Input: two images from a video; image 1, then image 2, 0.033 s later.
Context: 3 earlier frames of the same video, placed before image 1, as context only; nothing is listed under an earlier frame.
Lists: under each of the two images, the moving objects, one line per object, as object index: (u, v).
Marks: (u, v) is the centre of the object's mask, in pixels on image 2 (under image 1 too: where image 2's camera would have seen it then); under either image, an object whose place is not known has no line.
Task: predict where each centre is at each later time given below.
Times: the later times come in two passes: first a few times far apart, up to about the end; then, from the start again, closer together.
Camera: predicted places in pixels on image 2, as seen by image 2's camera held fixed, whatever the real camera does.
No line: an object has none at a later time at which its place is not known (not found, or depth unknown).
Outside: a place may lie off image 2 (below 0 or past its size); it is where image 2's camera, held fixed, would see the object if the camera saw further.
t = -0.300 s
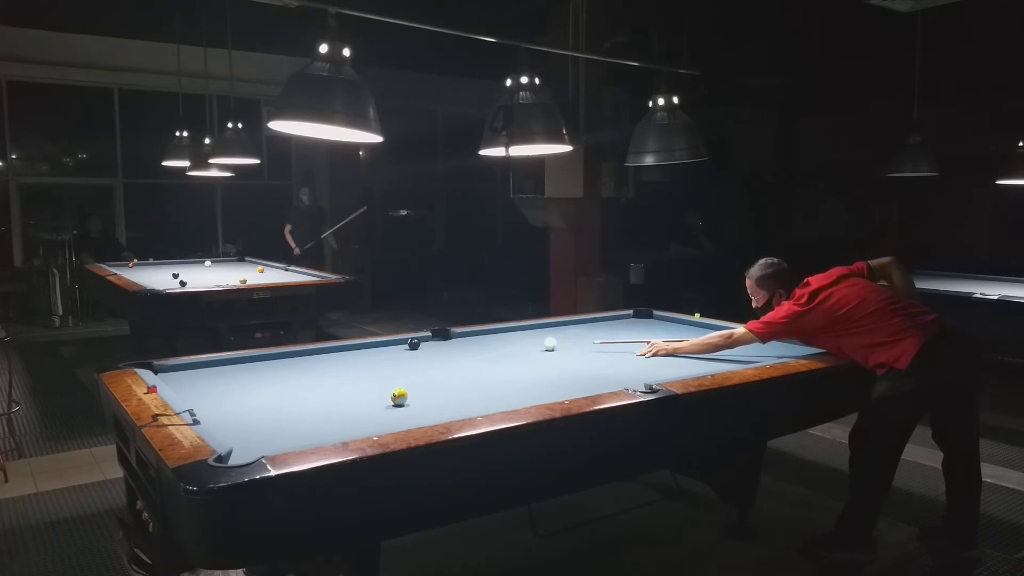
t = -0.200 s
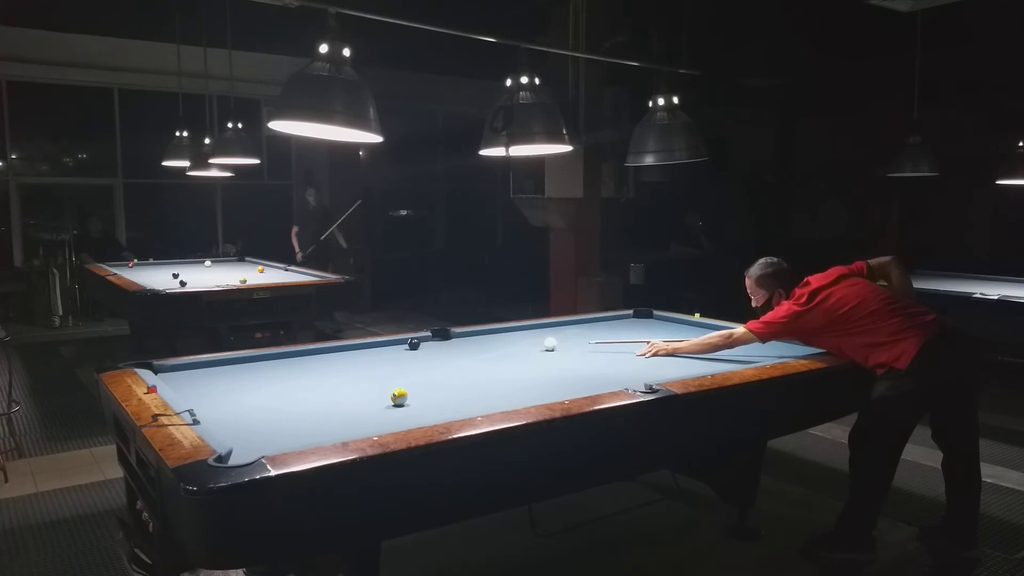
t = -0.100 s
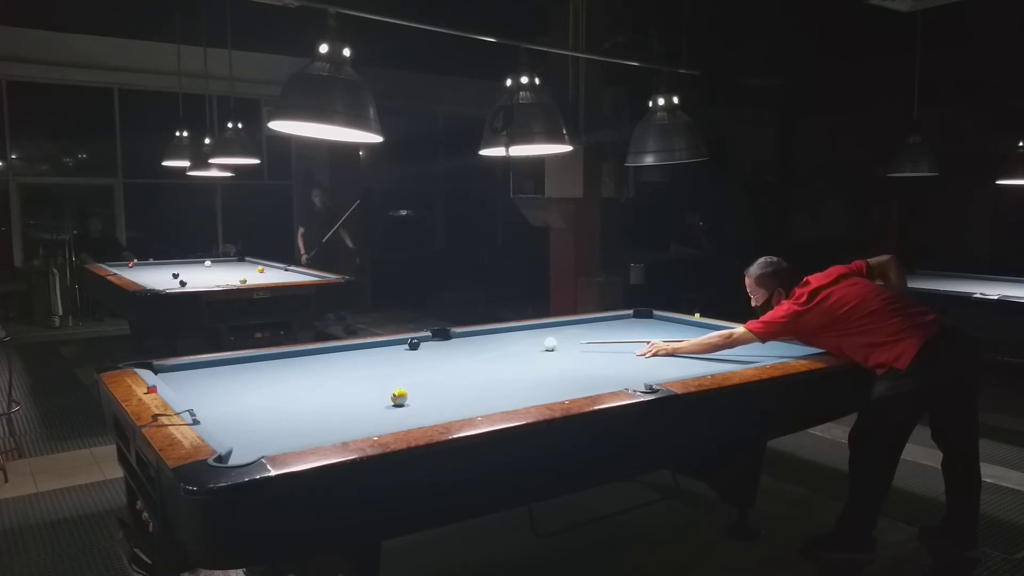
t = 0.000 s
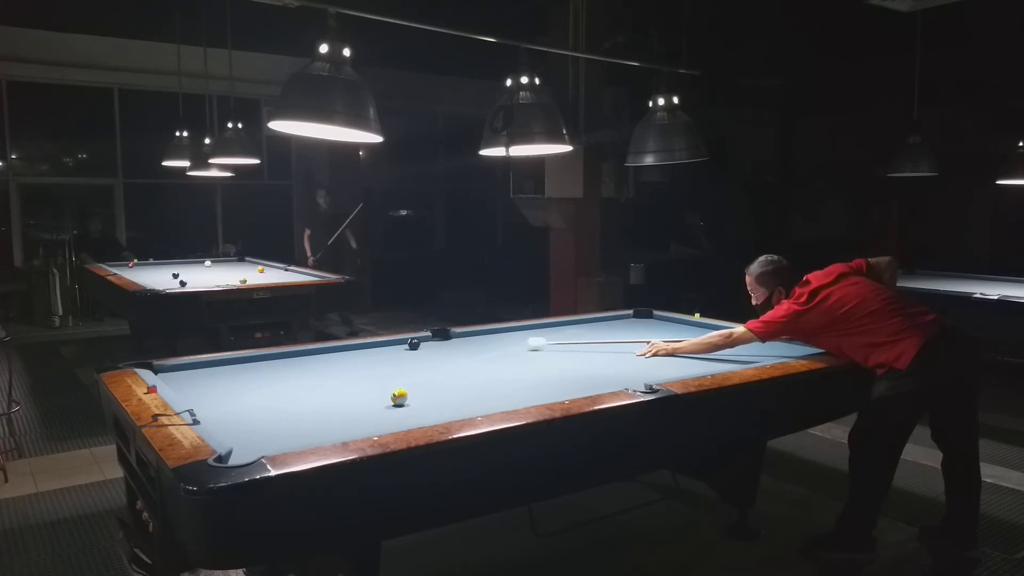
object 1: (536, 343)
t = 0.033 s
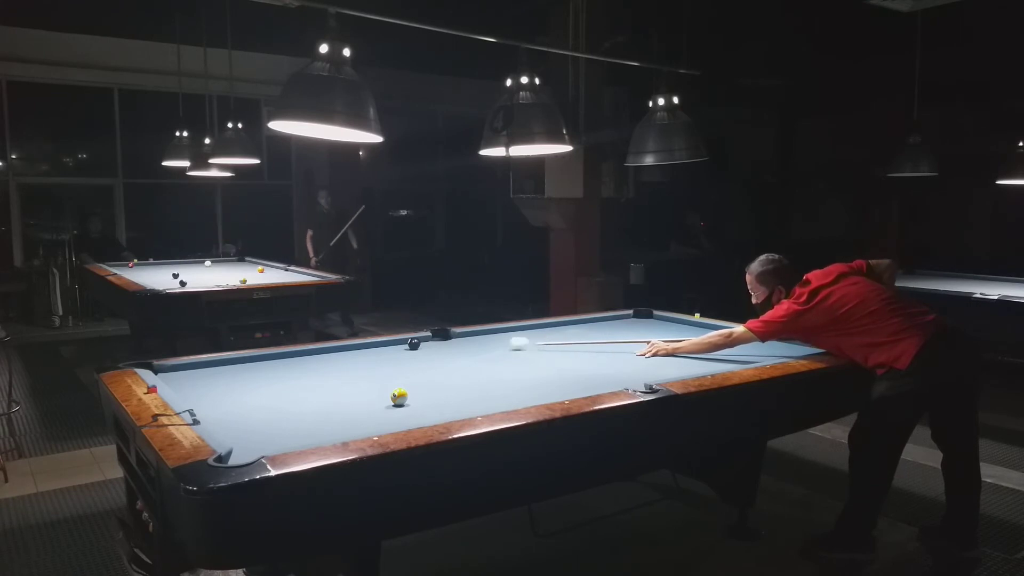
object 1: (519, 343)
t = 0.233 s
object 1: (427, 342)
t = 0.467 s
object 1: (419, 343)
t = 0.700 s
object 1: (425, 348)
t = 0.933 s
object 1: (431, 354)
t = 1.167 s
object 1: (437, 360)
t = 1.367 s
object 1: (443, 366)
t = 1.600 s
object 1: (450, 372)
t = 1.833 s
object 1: (458, 380)
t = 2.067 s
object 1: (465, 386)
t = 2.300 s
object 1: (474, 393)
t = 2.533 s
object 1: (481, 401)
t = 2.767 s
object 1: (490, 405)
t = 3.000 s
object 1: (479, 405)
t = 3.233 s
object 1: (467, 405)
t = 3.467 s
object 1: (455, 403)
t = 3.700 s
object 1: (444, 401)
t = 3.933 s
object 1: (436, 399)
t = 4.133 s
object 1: (428, 397)
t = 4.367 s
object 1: (421, 396)
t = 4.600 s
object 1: (416, 395)
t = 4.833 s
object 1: (415, 394)
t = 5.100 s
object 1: (414, 394)
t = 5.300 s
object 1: (414, 394)
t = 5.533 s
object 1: (414, 394)
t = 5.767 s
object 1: (414, 395)
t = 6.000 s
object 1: (414, 395)
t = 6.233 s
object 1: (414, 396)
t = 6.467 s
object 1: (414, 396)
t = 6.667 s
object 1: (414, 396)
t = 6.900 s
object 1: (414, 396)
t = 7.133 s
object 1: (414, 396)
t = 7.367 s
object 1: (414, 396)
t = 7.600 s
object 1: (413, 395)
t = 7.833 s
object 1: (413, 395)
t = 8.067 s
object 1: (413, 395)
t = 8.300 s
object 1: (414, 396)
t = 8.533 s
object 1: (414, 396)
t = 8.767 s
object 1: (414, 396)
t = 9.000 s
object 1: (413, 396)
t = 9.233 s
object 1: (413, 395)
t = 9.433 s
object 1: (413, 395)
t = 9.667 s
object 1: (413, 395)
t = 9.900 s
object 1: (413, 395)
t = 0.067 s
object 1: (502, 343)
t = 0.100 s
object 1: (486, 343)
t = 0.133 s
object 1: (471, 343)
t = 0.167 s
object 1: (456, 342)
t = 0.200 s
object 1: (441, 342)
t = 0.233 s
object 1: (427, 342)
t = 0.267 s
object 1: (422, 341)
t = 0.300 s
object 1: (418, 340)
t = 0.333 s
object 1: (415, 339)
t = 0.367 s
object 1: (416, 340)
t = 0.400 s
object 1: (418, 341)
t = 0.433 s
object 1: (419, 342)
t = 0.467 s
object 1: (419, 343)
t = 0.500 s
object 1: (420, 343)
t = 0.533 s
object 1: (421, 344)
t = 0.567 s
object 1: (422, 345)
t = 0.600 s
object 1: (423, 346)
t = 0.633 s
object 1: (423, 347)
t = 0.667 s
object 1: (424, 347)
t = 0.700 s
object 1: (425, 348)
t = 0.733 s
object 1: (426, 349)
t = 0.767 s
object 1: (427, 350)
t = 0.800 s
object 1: (427, 350)
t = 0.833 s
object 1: (428, 351)
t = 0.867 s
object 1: (429, 352)
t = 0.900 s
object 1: (430, 353)
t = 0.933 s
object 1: (431, 354)
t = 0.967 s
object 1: (432, 355)
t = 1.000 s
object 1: (433, 356)
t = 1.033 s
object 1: (434, 357)
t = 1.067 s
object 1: (435, 357)
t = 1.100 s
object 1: (436, 358)
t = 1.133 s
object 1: (436, 359)
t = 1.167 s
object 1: (437, 360)
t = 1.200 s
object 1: (438, 361)
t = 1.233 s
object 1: (439, 362)
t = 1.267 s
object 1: (440, 363)
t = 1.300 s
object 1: (441, 364)
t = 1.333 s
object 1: (442, 364)
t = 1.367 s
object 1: (443, 366)
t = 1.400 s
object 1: (444, 366)
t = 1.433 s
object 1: (445, 367)
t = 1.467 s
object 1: (446, 368)
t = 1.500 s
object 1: (447, 369)
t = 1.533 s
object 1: (448, 370)
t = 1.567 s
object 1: (449, 371)
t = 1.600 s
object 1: (450, 372)
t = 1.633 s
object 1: (451, 373)
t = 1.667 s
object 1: (452, 374)
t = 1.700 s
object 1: (453, 375)
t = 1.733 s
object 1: (454, 376)
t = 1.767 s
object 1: (455, 377)
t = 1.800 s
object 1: (456, 378)
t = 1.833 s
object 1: (458, 380)
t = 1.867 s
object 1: (459, 380)
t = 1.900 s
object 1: (460, 381)
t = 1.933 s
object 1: (461, 382)
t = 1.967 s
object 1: (462, 383)
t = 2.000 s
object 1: (463, 384)
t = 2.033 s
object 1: (464, 385)
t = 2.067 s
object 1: (465, 386)
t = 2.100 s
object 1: (466, 387)
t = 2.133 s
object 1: (468, 388)
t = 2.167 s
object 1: (469, 389)
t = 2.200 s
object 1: (470, 389)
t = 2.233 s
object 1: (471, 391)
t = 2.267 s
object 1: (472, 392)
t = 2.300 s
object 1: (474, 393)
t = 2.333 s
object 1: (475, 394)
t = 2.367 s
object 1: (476, 395)
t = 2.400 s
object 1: (477, 397)
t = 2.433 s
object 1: (478, 397)
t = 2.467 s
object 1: (479, 398)
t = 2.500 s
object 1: (480, 400)
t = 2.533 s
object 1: (481, 401)
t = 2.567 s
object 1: (483, 401)
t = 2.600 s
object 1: (484, 402)
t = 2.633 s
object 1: (485, 403)
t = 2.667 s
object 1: (486, 403)
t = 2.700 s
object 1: (487, 404)
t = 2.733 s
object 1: (488, 405)
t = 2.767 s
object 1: (490, 405)
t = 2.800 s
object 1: (491, 405)
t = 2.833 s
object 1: (489, 405)
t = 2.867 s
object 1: (487, 405)
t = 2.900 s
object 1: (485, 405)
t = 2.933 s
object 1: (483, 406)
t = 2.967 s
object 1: (481, 405)
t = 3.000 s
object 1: (479, 405)
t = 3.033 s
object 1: (477, 405)
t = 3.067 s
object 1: (475, 405)
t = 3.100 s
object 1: (474, 405)
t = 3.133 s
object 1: (472, 405)
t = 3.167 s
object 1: (470, 405)
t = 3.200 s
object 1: (468, 405)
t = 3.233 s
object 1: (467, 405)
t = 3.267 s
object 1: (465, 404)
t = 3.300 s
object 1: (463, 404)
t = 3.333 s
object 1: (461, 404)
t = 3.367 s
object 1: (460, 404)
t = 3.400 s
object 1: (458, 404)
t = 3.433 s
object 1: (456, 403)
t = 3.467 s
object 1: (455, 403)
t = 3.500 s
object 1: (453, 403)
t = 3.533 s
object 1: (452, 403)
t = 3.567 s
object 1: (450, 402)
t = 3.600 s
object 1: (449, 402)
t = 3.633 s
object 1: (447, 402)
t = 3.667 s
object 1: (446, 401)
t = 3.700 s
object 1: (444, 401)
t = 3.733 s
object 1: (443, 400)
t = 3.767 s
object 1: (442, 400)
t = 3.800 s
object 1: (441, 400)
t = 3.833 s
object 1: (439, 400)
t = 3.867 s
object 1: (438, 399)
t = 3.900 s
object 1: (436, 399)
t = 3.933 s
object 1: (436, 399)
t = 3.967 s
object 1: (434, 399)
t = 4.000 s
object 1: (433, 398)
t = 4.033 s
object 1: (432, 398)
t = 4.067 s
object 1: (431, 398)
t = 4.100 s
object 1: (430, 398)
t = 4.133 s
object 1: (428, 397)
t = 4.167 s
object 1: (427, 397)
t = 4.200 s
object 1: (426, 397)
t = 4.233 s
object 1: (425, 397)
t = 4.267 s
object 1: (424, 397)
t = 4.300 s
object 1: (423, 396)
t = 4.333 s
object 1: (422, 396)
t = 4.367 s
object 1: (421, 396)
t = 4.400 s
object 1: (420, 396)
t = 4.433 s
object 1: (419, 396)
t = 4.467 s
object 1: (419, 396)
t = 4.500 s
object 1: (418, 396)
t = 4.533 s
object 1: (417, 395)
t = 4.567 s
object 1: (417, 395)
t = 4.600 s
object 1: (416, 395)
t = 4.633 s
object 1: (416, 395)
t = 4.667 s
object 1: (416, 395)
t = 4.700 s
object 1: (416, 395)
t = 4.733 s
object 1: (416, 394)
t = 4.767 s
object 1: (416, 394)
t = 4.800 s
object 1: (416, 394)
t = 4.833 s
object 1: (415, 394)
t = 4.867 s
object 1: (415, 394)
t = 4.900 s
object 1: (415, 394)
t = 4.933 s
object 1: (415, 394)
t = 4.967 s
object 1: (415, 394)
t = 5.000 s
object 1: (415, 394)
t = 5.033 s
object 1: (414, 394)
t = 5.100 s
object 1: (414, 394)
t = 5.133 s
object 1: (414, 394)
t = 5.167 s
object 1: (414, 394)
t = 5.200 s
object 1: (414, 394)
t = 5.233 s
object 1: (414, 394)
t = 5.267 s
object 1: (414, 394)
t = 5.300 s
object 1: (414, 394)
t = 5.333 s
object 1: (414, 394)
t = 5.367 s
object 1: (414, 394)
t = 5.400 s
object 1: (414, 394)
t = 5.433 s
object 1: (414, 394)
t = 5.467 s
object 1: (414, 394)
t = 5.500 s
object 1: (414, 394)
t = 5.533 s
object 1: (414, 394)
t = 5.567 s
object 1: (414, 394)
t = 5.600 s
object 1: (414, 394)
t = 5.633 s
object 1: (414, 394)
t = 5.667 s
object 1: (414, 394)
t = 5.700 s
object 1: (414, 395)
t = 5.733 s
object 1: (414, 395)
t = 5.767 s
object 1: (414, 395)
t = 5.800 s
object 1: (414, 395)
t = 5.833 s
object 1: (414, 395)
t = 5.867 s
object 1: (414, 395)
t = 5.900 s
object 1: (414, 395)
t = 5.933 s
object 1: (414, 395)
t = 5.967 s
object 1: (414, 395)
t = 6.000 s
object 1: (414, 395)
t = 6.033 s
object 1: (414, 395)
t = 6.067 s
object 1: (414, 395)
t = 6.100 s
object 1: (414, 395)
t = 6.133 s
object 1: (414, 396)
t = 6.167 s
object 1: (414, 396)
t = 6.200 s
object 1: (414, 396)
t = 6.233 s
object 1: (414, 396)
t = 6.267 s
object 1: (414, 396)
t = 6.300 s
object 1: (414, 396)
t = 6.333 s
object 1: (414, 396)
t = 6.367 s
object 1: (414, 396)
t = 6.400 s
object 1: (414, 396)
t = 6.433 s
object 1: (414, 396)
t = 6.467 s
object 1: (414, 396)
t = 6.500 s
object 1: (414, 396)
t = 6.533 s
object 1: (414, 396)
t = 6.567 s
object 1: (414, 396)
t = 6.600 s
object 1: (414, 396)
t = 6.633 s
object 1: (414, 396)
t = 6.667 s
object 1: (414, 396)
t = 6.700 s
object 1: (414, 396)
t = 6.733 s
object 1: (414, 396)
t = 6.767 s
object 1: (414, 396)
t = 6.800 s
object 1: (414, 396)
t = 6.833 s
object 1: (414, 396)
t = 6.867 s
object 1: (414, 396)
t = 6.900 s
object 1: (414, 396)
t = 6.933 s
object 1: (414, 396)
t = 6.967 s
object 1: (414, 396)
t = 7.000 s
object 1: (414, 396)
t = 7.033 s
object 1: (414, 396)
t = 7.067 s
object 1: (414, 396)
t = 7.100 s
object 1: (414, 396)
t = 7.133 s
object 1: (414, 396)
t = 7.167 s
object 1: (414, 396)
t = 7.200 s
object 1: (414, 396)
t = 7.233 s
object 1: (414, 396)
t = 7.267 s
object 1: (414, 396)
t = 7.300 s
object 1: (414, 396)
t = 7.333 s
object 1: (414, 396)
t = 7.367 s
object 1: (414, 396)
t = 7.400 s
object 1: (413, 396)
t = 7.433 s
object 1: (413, 396)
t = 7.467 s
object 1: (413, 396)
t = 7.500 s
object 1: (413, 395)
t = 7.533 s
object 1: (413, 395)
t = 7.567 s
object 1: (413, 395)
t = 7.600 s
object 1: (413, 395)
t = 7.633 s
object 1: (413, 395)
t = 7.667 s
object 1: (413, 395)
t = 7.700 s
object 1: (413, 395)
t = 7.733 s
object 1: (413, 395)
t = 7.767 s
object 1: (413, 395)
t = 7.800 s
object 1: (413, 395)
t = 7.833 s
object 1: (413, 395)
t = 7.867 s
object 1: (413, 395)
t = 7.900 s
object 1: (413, 395)
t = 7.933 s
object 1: (413, 395)
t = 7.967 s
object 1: (413, 395)
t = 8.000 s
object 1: (413, 395)
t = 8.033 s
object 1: (413, 395)
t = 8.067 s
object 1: (413, 395)
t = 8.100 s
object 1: (413, 395)
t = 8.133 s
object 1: (413, 395)
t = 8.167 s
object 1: (414, 396)
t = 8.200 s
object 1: (414, 396)
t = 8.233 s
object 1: (414, 396)
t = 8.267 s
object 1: (414, 396)
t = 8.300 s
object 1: (414, 396)
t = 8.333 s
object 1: (414, 396)
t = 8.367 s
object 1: (414, 396)
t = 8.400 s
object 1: (414, 396)
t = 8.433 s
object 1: (414, 396)
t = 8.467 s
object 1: (414, 396)
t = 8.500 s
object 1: (414, 396)
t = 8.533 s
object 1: (414, 396)
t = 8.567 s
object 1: (414, 396)
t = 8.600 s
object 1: (414, 396)
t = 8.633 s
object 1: (414, 396)
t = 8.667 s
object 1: (414, 396)
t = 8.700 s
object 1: (414, 396)
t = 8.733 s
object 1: (414, 396)
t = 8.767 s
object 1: (414, 396)
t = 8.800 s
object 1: (414, 396)
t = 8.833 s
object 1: (413, 396)
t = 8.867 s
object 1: (414, 396)
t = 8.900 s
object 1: (414, 396)
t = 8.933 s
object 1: (413, 396)
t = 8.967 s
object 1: (413, 396)
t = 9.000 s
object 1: (413, 396)
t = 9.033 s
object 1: (413, 395)
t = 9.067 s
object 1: (413, 396)
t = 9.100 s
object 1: (413, 396)
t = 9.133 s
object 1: (413, 395)
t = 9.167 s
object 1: (413, 395)
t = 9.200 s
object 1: (413, 395)
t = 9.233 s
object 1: (413, 395)
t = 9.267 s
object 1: (413, 395)
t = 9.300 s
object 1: (413, 395)
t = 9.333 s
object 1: (413, 395)
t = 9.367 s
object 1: (413, 395)
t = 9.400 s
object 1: (413, 395)
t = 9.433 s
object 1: (413, 395)
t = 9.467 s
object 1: (413, 395)
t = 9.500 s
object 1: (413, 395)
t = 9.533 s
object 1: (413, 395)
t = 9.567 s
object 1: (413, 395)
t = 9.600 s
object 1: (413, 395)
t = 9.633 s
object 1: (413, 395)
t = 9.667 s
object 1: (413, 395)
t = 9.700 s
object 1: (413, 395)
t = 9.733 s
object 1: (413, 395)
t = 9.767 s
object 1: (413, 395)
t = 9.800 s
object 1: (413, 395)
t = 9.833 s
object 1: (413, 395)
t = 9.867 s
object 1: (413, 395)
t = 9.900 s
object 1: (413, 395)
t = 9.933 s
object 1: (413, 395)
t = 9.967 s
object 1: (413, 395)
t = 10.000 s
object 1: (413, 395)
